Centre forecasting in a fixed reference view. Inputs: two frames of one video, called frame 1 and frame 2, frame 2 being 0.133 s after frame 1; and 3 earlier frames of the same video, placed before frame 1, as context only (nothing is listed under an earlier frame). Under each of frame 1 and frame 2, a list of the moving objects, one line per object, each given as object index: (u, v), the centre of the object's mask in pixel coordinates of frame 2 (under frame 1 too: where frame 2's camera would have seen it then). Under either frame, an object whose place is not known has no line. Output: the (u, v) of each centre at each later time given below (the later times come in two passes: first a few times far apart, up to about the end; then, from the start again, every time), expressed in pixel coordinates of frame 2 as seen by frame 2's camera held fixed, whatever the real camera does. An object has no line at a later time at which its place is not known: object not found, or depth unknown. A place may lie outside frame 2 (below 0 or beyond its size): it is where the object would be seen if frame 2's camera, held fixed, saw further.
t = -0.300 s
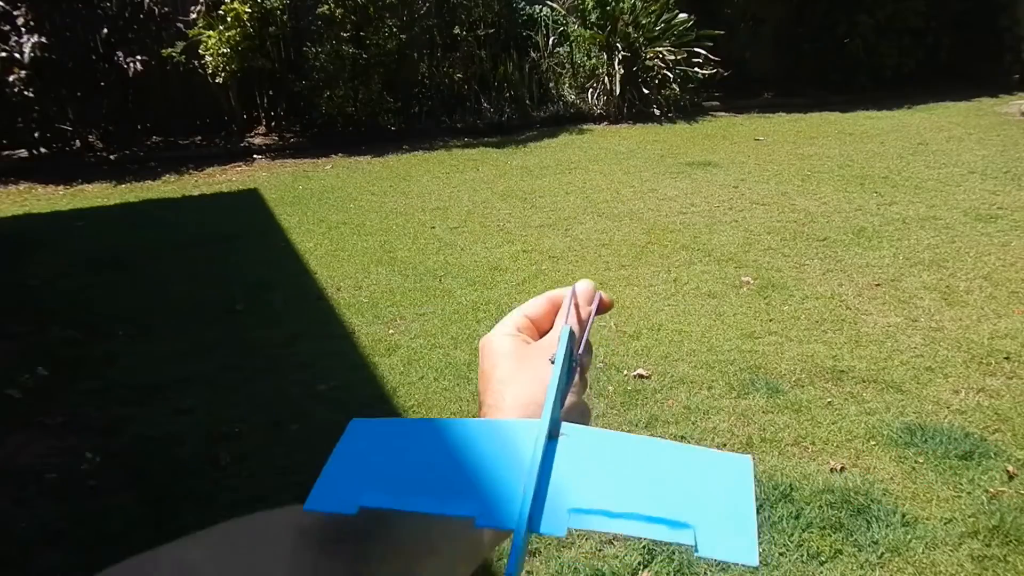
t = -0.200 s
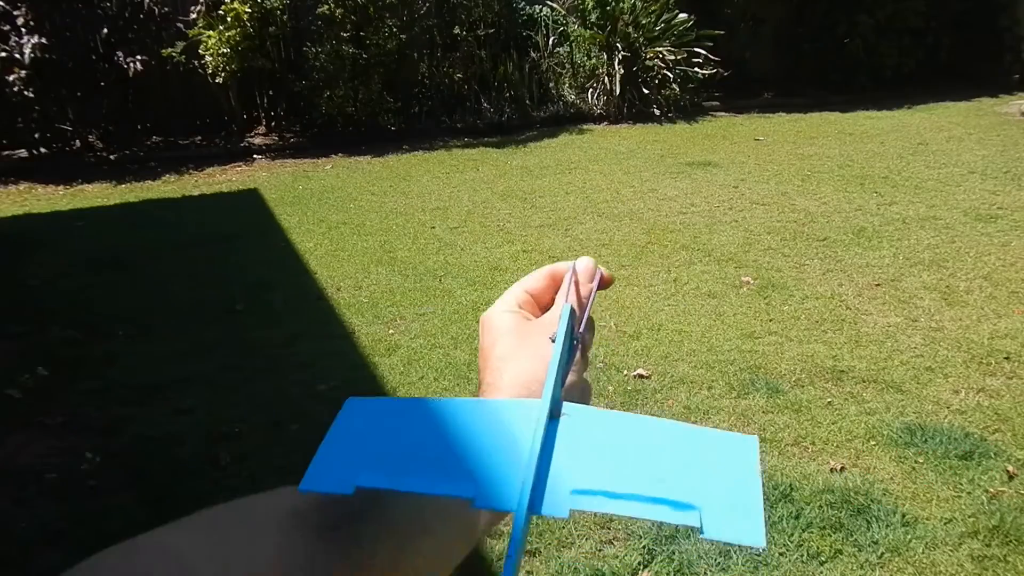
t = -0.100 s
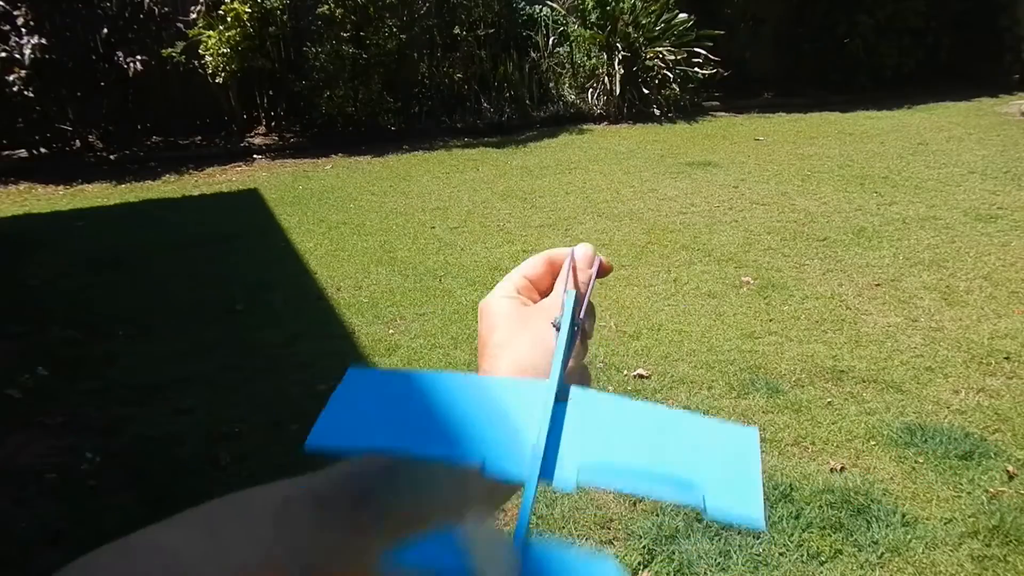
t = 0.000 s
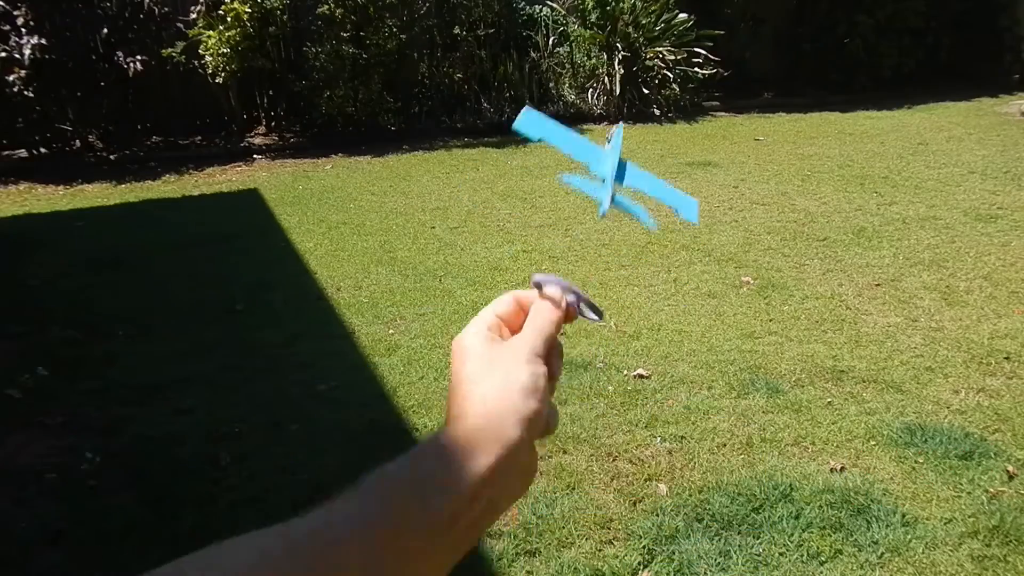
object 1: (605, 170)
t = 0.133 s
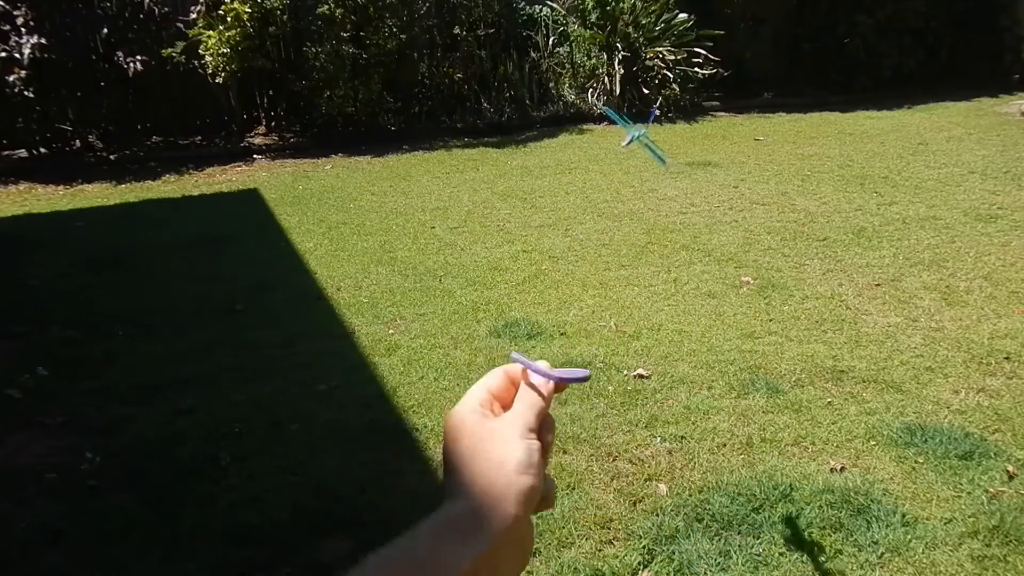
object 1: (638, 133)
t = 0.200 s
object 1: (634, 168)
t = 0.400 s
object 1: (617, 291)
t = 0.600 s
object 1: (596, 330)
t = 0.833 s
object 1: (586, 341)
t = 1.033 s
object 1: (586, 341)
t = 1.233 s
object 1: (586, 341)
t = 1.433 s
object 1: (586, 342)
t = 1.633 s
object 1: (586, 342)
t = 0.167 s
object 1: (634, 148)
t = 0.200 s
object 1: (634, 168)
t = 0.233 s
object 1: (631, 186)
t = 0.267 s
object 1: (626, 206)
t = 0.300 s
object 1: (623, 227)
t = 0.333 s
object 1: (620, 249)
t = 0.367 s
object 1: (620, 271)
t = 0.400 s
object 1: (617, 291)
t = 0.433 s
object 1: (619, 316)
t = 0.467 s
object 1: (617, 324)
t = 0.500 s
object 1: (613, 322)
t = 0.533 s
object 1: (607, 322)
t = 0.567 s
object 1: (602, 324)
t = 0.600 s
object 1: (596, 330)
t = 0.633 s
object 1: (591, 338)
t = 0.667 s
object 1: (588, 342)
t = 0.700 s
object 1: (586, 341)
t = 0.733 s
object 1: (586, 341)
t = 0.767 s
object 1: (586, 341)
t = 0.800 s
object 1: (586, 341)
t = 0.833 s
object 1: (586, 341)
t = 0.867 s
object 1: (586, 341)
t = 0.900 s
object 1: (586, 341)
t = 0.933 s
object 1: (586, 341)
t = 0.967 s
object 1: (586, 341)
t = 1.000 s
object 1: (586, 341)
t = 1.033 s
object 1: (586, 341)
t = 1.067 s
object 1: (586, 341)
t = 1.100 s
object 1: (586, 341)
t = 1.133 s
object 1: (586, 341)
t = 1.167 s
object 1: (586, 341)
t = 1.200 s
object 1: (586, 341)
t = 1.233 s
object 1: (586, 341)
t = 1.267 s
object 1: (585, 341)
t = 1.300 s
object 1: (585, 341)
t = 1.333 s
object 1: (585, 342)
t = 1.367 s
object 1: (585, 342)
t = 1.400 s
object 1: (586, 341)
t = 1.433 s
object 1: (586, 342)
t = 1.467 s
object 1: (586, 342)
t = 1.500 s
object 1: (586, 342)
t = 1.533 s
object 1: (586, 342)
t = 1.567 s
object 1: (586, 342)
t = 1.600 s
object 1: (586, 341)
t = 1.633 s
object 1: (586, 342)
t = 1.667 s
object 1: (586, 342)
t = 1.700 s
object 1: (586, 342)
